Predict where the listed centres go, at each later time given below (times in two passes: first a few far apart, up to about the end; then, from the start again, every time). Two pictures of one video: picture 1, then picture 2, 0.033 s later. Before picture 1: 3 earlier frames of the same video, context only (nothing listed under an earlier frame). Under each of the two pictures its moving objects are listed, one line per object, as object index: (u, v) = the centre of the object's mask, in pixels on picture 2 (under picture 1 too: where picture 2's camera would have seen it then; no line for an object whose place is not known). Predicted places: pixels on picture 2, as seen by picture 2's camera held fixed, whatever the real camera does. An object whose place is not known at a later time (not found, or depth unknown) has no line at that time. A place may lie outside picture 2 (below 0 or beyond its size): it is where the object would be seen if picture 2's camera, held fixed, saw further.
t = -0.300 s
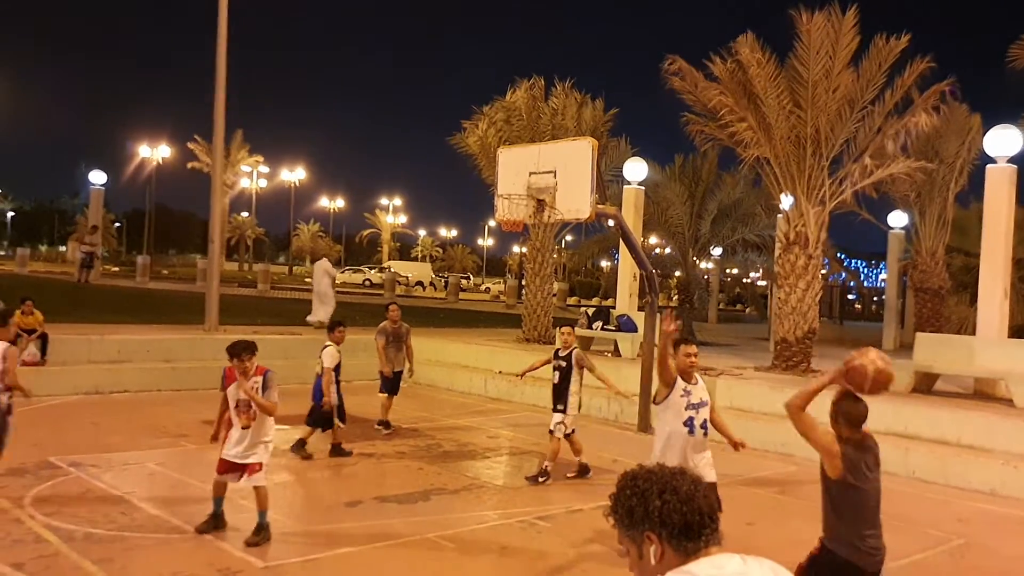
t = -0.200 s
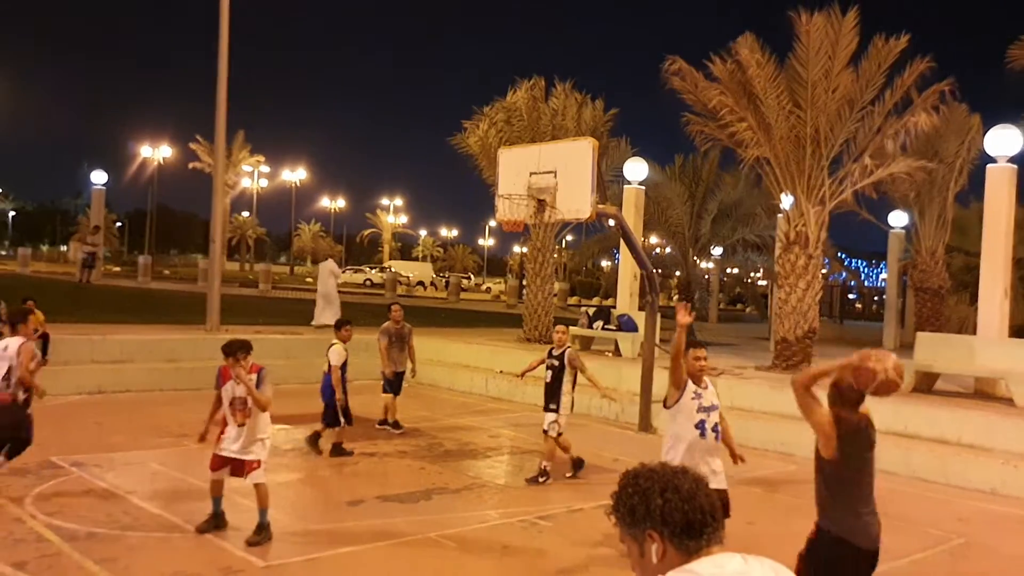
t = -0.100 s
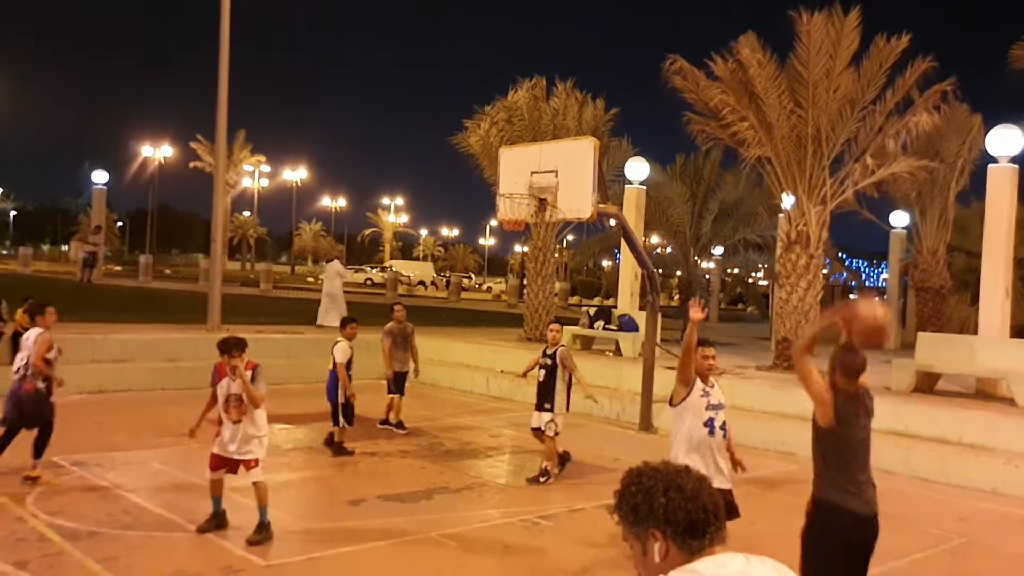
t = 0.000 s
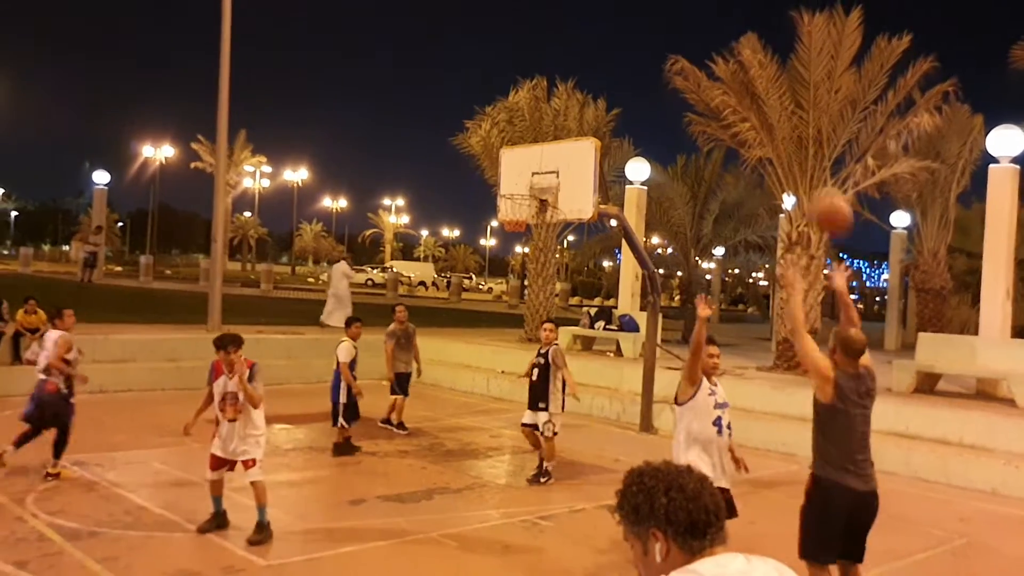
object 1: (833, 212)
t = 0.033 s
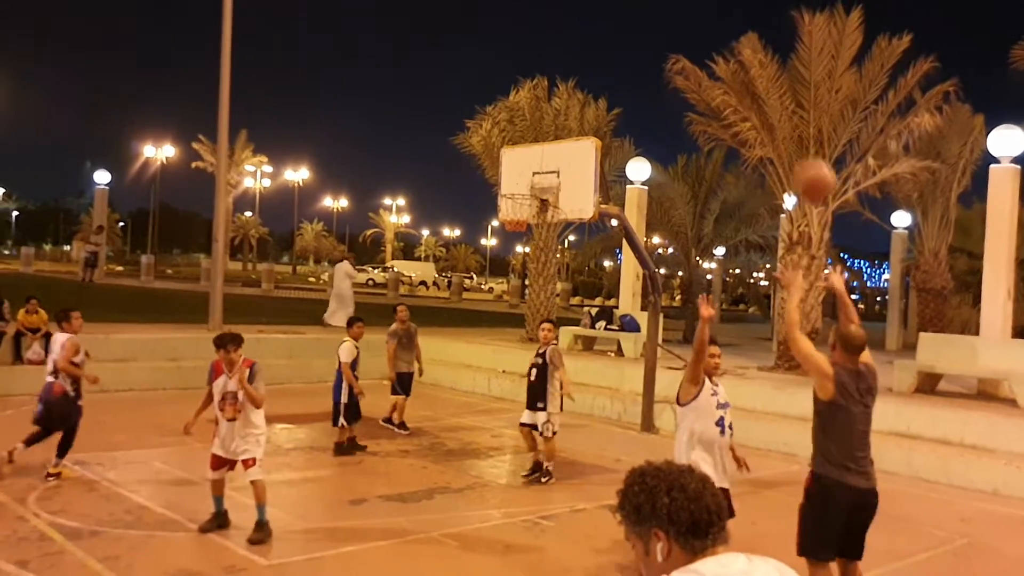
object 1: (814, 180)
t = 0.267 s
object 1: (732, 52)
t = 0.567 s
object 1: (657, 32)
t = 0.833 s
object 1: (608, 89)
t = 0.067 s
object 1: (802, 152)
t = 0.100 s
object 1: (786, 131)
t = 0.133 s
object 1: (775, 110)
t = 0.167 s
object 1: (763, 88)
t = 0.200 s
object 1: (750, 77)
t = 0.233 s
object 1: (742, 63)
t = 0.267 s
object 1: (732, 52)
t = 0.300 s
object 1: (721, 44)
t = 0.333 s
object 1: (712, 37)
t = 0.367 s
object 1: (703, 33)
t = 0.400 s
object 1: (695, 29)
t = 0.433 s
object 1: (686, 27)
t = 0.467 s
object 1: (679, 26)
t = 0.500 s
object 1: (671, 27)
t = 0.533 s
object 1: (664, 29)
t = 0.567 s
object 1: (657, 32)
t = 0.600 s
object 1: (650, 36)
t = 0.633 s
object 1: (643, 41)
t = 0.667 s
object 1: (637, 47)
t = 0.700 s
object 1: (631, 54)
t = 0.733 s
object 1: (624, 61)
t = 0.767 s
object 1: (619, 70)
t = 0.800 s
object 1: (613, 80)
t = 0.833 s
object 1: (608, 89)
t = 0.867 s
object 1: (603, 98)
